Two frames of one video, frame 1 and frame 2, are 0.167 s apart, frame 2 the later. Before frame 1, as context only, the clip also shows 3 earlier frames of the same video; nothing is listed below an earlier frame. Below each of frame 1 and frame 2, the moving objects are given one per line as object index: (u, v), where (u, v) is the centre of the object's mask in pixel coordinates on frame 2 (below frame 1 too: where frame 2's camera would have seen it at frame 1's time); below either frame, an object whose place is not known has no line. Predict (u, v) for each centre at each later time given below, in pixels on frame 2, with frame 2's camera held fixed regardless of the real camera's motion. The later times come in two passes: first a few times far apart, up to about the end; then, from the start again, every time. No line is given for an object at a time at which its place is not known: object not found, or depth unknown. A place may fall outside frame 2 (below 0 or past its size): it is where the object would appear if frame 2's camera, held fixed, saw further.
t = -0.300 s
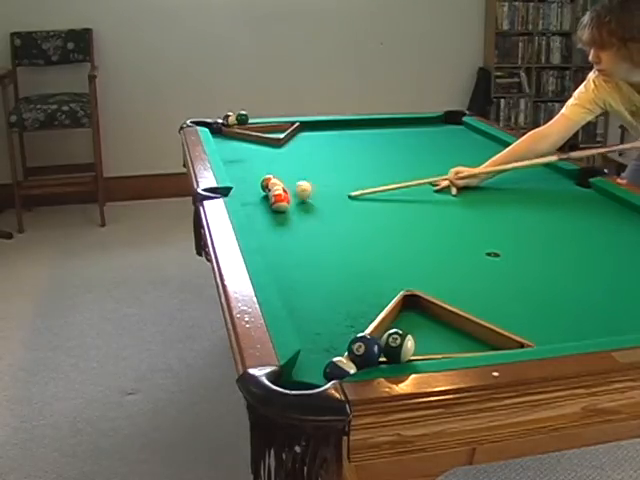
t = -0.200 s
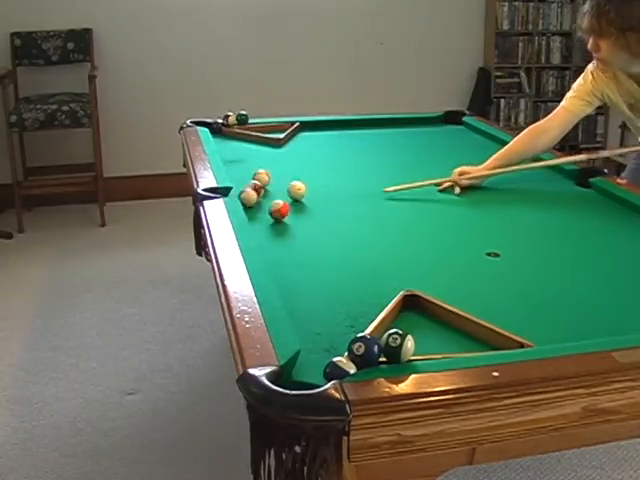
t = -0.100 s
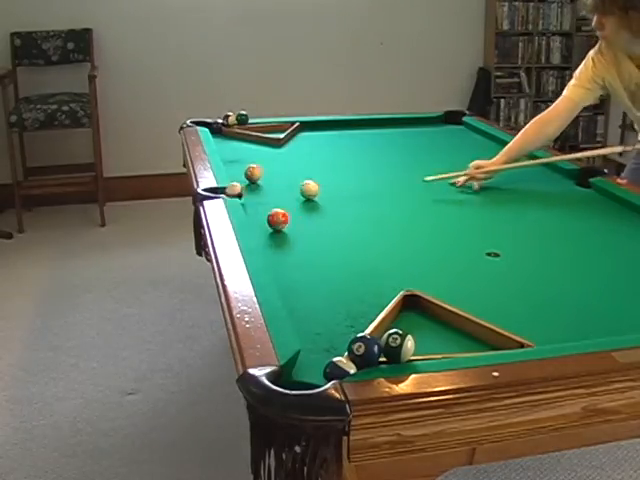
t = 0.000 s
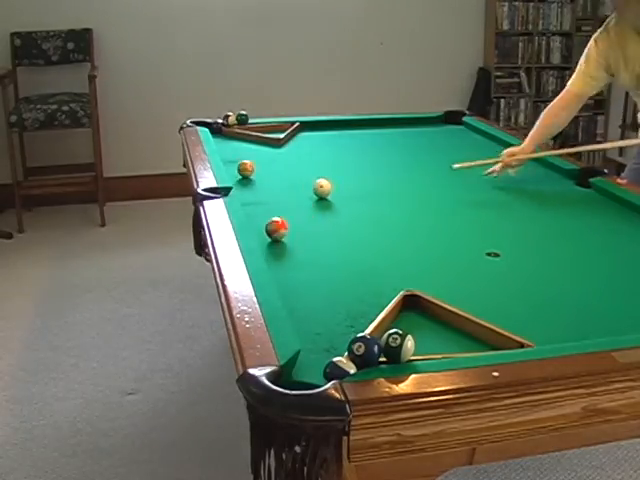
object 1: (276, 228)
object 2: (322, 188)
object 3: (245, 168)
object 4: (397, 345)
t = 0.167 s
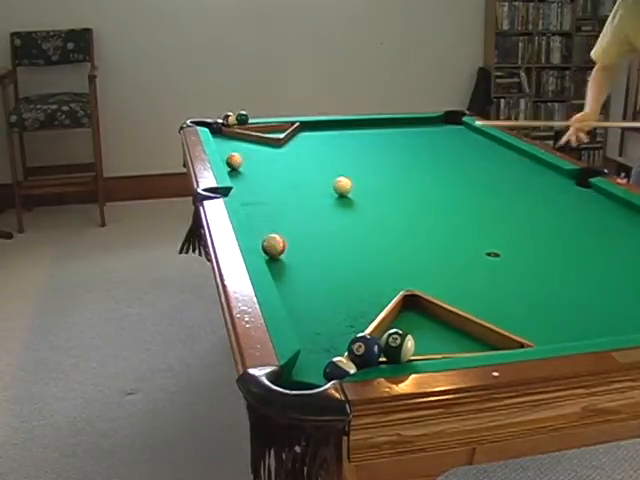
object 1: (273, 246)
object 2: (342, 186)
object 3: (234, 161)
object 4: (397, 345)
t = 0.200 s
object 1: (273, 249)
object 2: (347, 185)
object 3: (232, 159)
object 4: (397, 345)
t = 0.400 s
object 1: (286, 269)
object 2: (369, 183)
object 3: (228, 152)
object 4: (397, 345)
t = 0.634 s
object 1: (307, 295)
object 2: (394, 181)
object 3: (230, 144)
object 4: (397, 345)
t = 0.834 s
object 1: (329, 320)
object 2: (413, 179)
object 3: (232, 138)
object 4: (397, 345)
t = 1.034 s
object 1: (336, 342)
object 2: (431, 177)
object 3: (232, 132)
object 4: (397, 345)
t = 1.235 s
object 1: (317, 359)
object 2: (448, 175)
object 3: (223, 129)
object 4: (396, 345)
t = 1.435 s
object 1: (304, 366)
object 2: (463, 174)
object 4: (393, 346)
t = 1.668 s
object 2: (479, 172)
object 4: (386, 347)
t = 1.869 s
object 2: (492, 171)
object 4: (377, 347)
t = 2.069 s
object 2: (504, 170)
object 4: (365, 349)
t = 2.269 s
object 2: (515, 169)
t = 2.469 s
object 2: (525, 168)
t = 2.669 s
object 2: (534, 167)
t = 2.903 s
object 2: (543, 166)
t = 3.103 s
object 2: (547, 165)
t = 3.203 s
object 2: (545, 165)
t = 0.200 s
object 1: (273, 249)
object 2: (347, 185)
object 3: (232, 159)
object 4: (397, 345)
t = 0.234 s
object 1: (274, 252)
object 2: (351, 185)
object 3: (230, 158)
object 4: (397, 345)
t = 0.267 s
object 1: (276, 256)
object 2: (354, 185)
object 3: (228, 156)
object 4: (397, 345)
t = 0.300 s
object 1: (278, 259)
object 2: (358, 184)
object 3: (228, 156)
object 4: (397, 345)
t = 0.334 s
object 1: (280, 263)
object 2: (362, 184)
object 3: (228, 154)
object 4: (397, 345)
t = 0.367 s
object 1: (283, 266)
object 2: (366, 183)
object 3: (228, 153)
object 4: (397, 345)
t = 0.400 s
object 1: (286, 269)
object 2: (369, 183)
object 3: (228, 152)
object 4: (397, 345)
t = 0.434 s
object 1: (289, 273)
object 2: (373, 183)
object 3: (229, 151)
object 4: (397, 345)
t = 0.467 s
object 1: (292, 276)
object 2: (376, 182)
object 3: (229, 150)
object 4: (397, 345)
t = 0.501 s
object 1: (295, 280)
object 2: (380, 182)
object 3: (229, 148)
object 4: (397, 345)
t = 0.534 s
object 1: (298, 284)
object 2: (384, 182)
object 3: (229, 147)
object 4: (397, 345)
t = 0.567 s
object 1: (301, 287)
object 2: (387, 181)
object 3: (230, 146)
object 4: (397, 345)
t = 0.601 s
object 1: (304, 292)
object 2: (391, 181)
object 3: (230, 145)
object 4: (397, 345)
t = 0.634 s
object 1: (307, 295)
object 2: (394, 181)
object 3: (230, 144)
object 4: (397, 345)
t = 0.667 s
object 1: (311, 299)
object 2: (397, 180)
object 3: (230, 143)
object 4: (397, 345)
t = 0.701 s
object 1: (314, 303)
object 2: (400, 180)
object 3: (230, 142)
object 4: (397, 345)
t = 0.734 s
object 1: (318, 307)
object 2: (404, 180)
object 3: (231, 141)
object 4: (397, 345)
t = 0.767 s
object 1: (321, 311)
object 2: (407, 179)
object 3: (231, 140)
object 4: (397, 345)
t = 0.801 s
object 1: (325, 316)
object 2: (410, 179)
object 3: (231, 139)
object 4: (397, 345)
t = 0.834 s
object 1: (329, 320)
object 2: (413, 179)
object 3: (232, 138)
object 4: (397, 345)
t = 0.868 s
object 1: (332, 325)
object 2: (416, 179)
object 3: (231, 137)
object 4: (397, 345)
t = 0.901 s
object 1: (336, 329)
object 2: (419, 178)
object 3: (231, 136)
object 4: (397, 345)
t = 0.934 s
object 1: (340, 334)
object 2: (423, 178)
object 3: (232, 135)
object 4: (397, 345)
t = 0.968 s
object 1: (340, 337)
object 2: (425, 178)
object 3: (232, 134)
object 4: (397, 345)
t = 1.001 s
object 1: (339, 340)
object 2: (428, 177)
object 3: (232, 133)
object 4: (397, 345)
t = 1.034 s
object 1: (336, 342)
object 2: (431, 177)
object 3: (232, 132)
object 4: (397, 345)
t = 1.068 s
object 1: (334, 345)
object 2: (434, 177)
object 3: (232, 131)
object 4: (397, 345)
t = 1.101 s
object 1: (331, 348)
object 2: (437, 176)
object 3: (230, 131)
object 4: (397, 345)
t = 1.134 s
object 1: (328, 350)
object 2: (440, 176)
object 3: (229, 131)
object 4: (397, 345)
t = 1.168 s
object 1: (325, 354)
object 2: (443, 176)
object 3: (227, 130)
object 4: (397, 345)
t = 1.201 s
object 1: (321, 357)
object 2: (445, 175)
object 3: (225, 130)
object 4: (396, 345)
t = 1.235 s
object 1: (317, 359)
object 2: (448, 175)
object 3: (223, 129)
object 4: (396, 345)
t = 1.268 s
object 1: (313, 361)
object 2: (450, 175)
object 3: (222, 129)
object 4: (396, 345)
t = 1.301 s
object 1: (308, 363)
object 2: (453, 175)
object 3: (220, 129)
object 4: (395, 345)
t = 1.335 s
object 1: (308, 363)
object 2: (455, 175)
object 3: (218, 129)
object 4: (394, 346)
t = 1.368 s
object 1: (307, 364)
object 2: (458, 174)
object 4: (394, 346)
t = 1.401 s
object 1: (305, 365)
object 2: (461, 174)
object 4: (394, 346)
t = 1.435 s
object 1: (304, 366)
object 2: (463, 174)
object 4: (393, 346)
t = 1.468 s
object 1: (303, 370)
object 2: (465, 174)
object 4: (392, 346)
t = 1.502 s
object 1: (301, 374)
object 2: (468, 173)
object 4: (391, 346)
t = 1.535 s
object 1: (298, 380)
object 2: (470, 173)
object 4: (390, 346)
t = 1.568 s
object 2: (473, 173)
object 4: (390, 346)
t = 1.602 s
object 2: (475, 173)
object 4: (389, 346)
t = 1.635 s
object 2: (477, 172)
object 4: (388, 346)
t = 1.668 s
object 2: (479, 172)
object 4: (386, 347)
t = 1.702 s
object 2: (481, 172)
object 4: (385, 347)
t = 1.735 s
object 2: (484, 172)
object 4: (384, 347)
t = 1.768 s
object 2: (486, 171)
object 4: (383, 347)
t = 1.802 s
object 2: (488, 171)
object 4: (381, 347)
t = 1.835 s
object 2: (490, 171)
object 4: (379, 347)
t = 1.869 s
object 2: (492, 171)
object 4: (377, 347)
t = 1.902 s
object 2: (494, 171)
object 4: (376, 347)
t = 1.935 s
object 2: (496, 171)
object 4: (374, 348)
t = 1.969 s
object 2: (499, 171)
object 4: (372, 348)
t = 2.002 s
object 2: (500, 170)
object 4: (370, 348)
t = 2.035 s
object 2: (503, 170)
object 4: (368, 349)
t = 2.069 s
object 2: (504, 170)
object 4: (365, 349)
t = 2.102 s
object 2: (506, 170)
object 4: (363, 349)
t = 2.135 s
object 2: (508, 170)
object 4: (360, 349)
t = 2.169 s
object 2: (510, 169)
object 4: (357, 351)
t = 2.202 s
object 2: (511, 169)
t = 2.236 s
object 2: (513, 169)
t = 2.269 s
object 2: (515, 169)
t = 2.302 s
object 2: (517, 169)
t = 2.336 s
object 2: (518, 169)
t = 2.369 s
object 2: (520, 169)
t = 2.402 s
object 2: (522, 168)
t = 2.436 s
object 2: (523, 168)
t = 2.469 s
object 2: (525, 168)
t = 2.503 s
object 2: (527, 168)
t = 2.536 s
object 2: (528, 168)
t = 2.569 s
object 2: (530, 168)
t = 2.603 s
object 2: (531, 168)
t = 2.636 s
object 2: (532, 168)
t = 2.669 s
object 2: (534, 167)
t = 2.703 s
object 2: (535, 167)
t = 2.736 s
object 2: (536, 167)
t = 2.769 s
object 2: (538, 167)
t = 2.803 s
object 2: (539, 167)
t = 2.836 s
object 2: (540, 167)
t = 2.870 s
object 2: (542, 166)
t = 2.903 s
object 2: (543, 166)
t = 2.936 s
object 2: (544, 166)
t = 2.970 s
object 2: (545, 166)
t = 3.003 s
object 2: (546, 166)
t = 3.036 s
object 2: (547, 166)
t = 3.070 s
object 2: (548, 166)
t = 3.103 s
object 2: (547, 165)
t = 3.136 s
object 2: (546, 165)
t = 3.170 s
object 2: (546, 165)
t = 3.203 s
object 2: (545, 165)
